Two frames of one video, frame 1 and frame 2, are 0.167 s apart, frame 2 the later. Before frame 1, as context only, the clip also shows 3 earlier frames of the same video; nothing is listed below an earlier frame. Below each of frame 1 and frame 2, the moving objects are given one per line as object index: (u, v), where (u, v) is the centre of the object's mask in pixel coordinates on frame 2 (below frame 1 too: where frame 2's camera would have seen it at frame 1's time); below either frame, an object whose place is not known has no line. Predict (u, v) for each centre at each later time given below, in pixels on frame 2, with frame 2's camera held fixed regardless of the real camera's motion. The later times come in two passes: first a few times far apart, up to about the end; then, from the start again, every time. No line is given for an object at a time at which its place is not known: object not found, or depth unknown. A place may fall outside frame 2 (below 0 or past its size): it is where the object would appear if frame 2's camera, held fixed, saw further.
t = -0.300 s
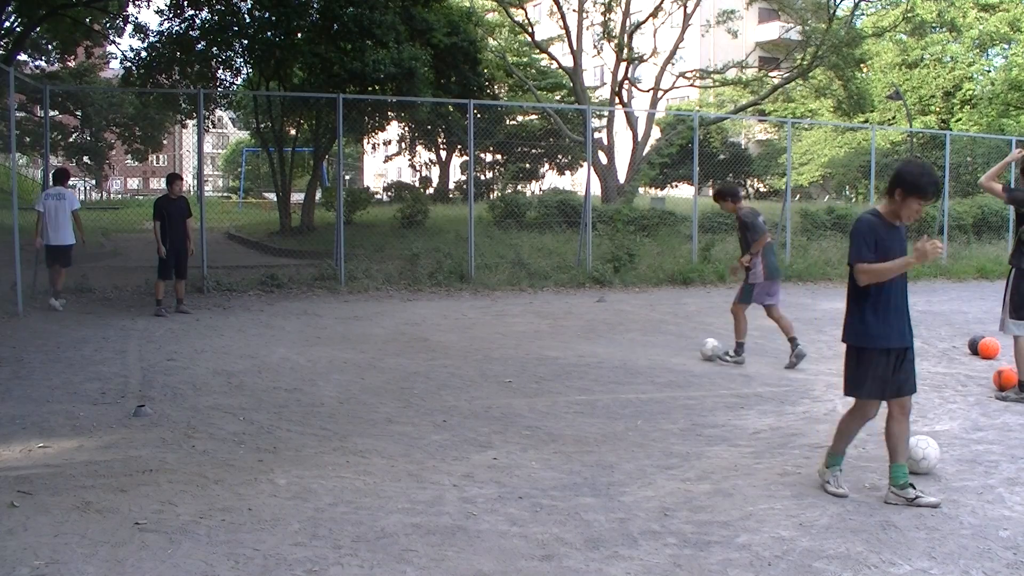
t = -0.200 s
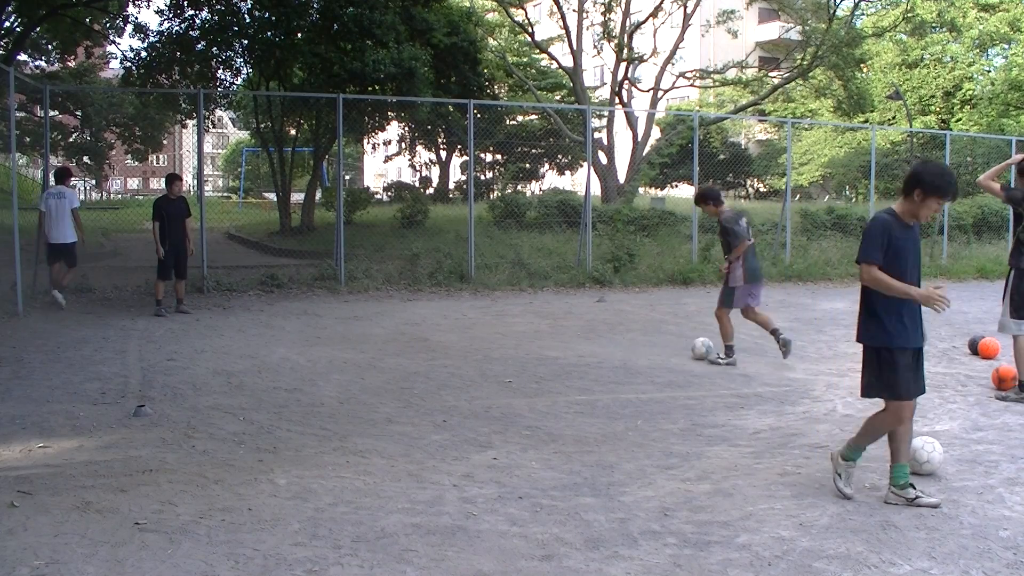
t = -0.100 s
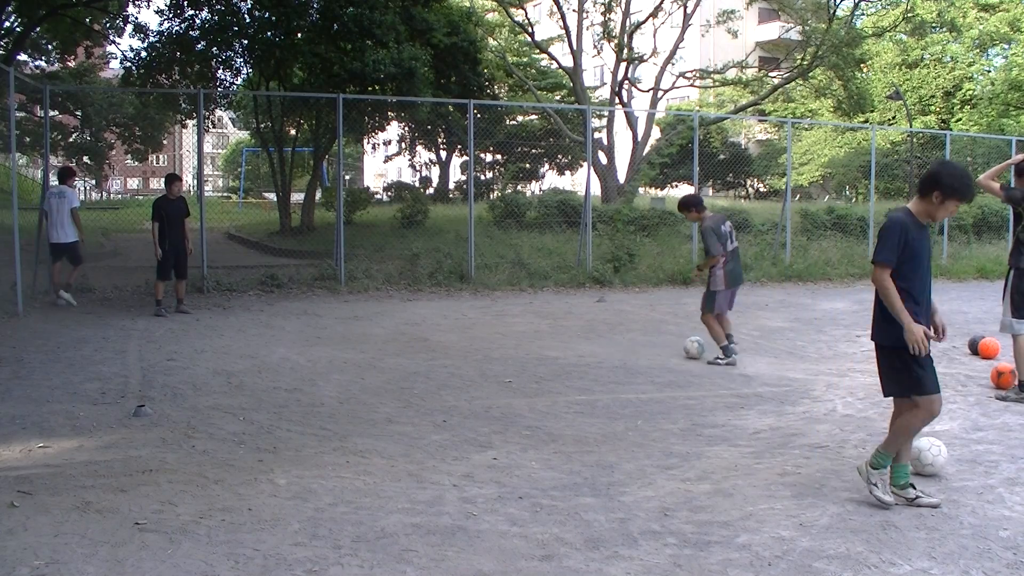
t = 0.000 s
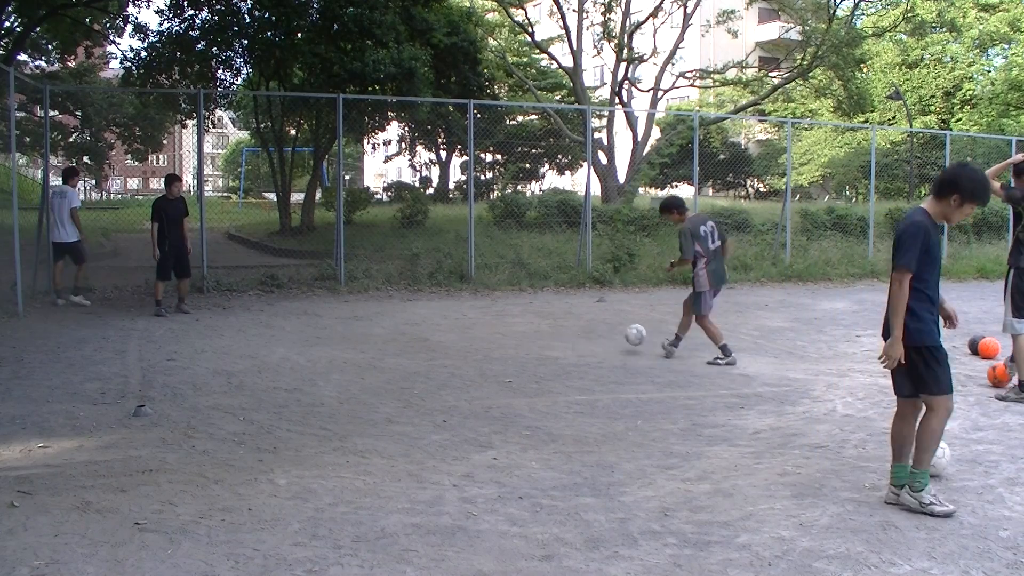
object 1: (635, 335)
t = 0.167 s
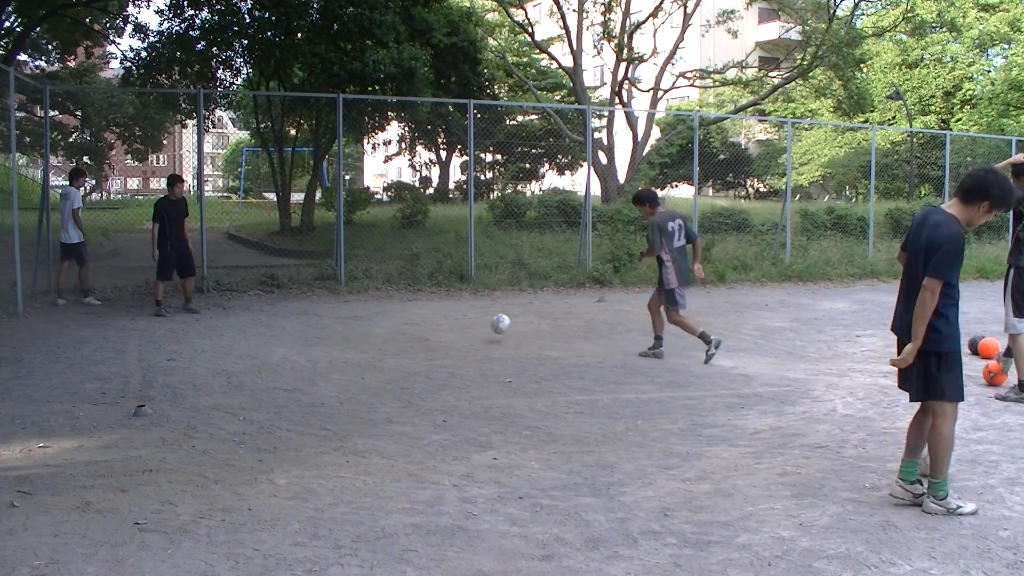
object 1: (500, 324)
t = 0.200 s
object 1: (475, 325)
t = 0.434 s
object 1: (340, 320)
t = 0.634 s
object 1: (261, 313)
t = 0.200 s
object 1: (475, 325)
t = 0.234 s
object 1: (451, 327)
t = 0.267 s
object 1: (430, 328)
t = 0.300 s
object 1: (410, 324)
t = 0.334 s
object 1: (392, 322)
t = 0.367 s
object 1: (374, 321)
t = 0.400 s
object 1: (356, 321)
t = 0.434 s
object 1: (340, 320)
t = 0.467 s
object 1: (325, 318)
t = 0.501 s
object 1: (310, 318)
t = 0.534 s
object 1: (297, 317)
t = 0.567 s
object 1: (284, 314)
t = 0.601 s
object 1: (273, 314)
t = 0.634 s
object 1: (261, 313)
